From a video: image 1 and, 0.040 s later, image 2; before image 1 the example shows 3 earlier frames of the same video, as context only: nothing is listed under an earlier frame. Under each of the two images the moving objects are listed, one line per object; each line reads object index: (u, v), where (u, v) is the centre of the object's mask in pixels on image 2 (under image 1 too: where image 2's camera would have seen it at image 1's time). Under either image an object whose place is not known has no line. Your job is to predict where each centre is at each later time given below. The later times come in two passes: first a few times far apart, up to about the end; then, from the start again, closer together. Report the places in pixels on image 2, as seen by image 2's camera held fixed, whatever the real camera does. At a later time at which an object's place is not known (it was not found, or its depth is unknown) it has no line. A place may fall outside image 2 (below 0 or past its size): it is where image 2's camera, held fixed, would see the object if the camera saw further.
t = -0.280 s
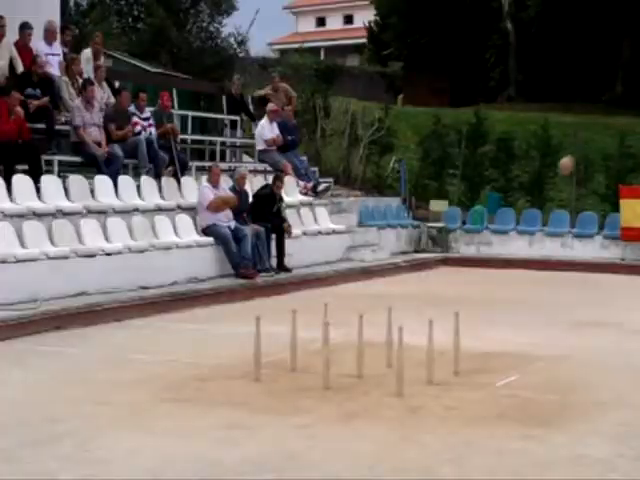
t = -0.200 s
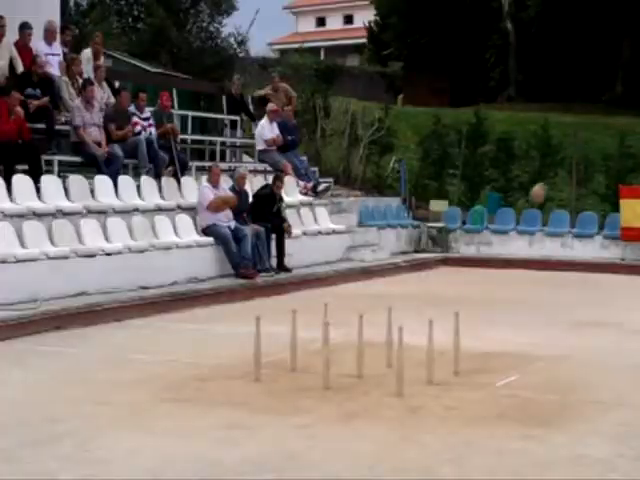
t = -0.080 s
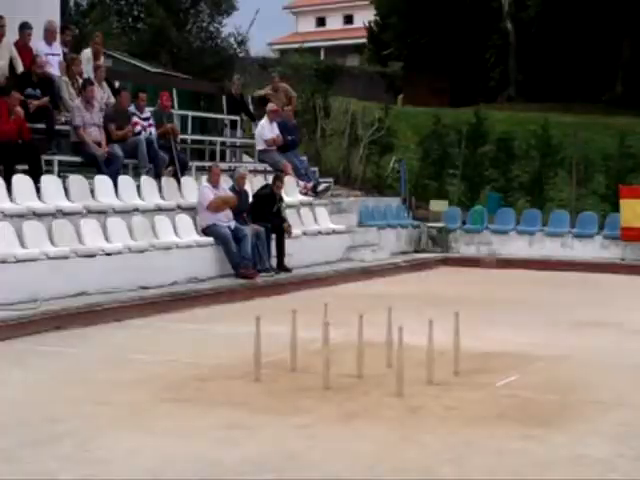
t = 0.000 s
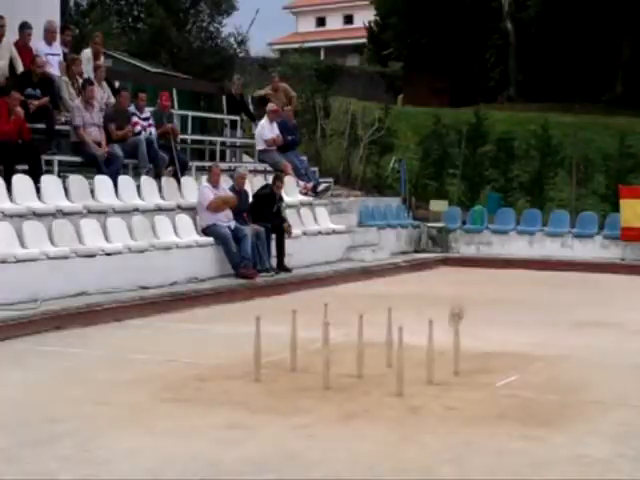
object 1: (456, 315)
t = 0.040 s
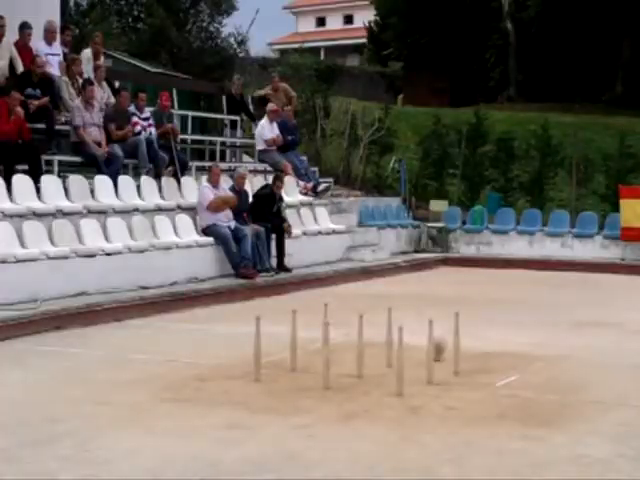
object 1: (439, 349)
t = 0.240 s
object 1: (369, 347)
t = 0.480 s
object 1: (325, 378)
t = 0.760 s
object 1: (271, 384)
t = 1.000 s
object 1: (232, 381)
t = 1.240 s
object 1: (202, 398)
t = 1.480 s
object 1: (175, 404)
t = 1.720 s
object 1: (151, 406)
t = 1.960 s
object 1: (129, 408)
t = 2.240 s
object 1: (107, 411)
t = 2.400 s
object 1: (97, 412)
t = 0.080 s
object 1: (418, 350)
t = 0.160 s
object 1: (389, 346)
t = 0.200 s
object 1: (378, 346)
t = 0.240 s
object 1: (369, 347)
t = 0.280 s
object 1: (361, 347)
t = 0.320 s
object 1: (353, 347)
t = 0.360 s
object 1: (345, 351)
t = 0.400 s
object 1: (338, 356)
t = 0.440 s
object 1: (331, 365)
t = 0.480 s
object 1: (325, 378)
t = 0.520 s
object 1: (314, 373)
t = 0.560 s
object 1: (307, 378)
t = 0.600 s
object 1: (300, 380)
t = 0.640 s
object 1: (292, 380)
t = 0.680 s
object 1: (285, 382)
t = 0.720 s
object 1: (278, 383)
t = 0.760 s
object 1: (271, 384)
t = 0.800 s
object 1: (262, 383)
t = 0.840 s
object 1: (254, 385)
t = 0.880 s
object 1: (249, 385)
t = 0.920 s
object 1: (243, 384)
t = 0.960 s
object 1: (237, 383)
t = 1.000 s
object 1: (232, 381)
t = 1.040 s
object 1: (227, 383)
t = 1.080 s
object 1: (222, 386)
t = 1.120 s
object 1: (216, 394)
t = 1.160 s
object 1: (211, 398)
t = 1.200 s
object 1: (206, 399)
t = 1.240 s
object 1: (202, 398)
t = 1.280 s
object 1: (197, 400)
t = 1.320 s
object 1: (193, 400)
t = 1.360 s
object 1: (189, 401)
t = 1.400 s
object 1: (184, 402)
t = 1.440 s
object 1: (179, 403)
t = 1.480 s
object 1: (175, 404)
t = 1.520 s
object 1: (171, 404)
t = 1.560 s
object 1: (167, 404)
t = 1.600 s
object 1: (163, 404)
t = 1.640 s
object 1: (159, 405)
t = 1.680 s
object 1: (155, 405)
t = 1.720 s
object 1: (151, 406)
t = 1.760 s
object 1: (147, 406)
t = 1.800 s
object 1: (143, 406)
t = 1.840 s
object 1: (140, 406)
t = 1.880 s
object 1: (136, 406)
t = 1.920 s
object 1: (132, 407)
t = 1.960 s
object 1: (129, 408)
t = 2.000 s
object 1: (126, 409)
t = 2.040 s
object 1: (122, 408)
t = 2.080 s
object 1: (119, 409)
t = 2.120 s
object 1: (116, 410)
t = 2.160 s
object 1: (113, 410)
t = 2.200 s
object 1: (110, 410)
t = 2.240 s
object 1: (107, 411)
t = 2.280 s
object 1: (104, 411)
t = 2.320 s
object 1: (102, 411)
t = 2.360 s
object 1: (99, 412)
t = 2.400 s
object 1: (97, 412)
